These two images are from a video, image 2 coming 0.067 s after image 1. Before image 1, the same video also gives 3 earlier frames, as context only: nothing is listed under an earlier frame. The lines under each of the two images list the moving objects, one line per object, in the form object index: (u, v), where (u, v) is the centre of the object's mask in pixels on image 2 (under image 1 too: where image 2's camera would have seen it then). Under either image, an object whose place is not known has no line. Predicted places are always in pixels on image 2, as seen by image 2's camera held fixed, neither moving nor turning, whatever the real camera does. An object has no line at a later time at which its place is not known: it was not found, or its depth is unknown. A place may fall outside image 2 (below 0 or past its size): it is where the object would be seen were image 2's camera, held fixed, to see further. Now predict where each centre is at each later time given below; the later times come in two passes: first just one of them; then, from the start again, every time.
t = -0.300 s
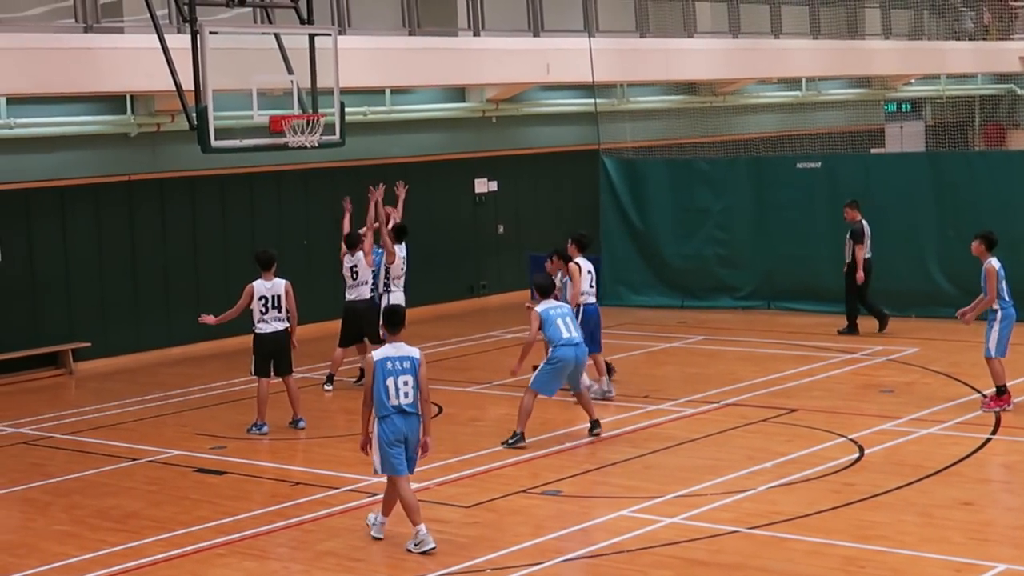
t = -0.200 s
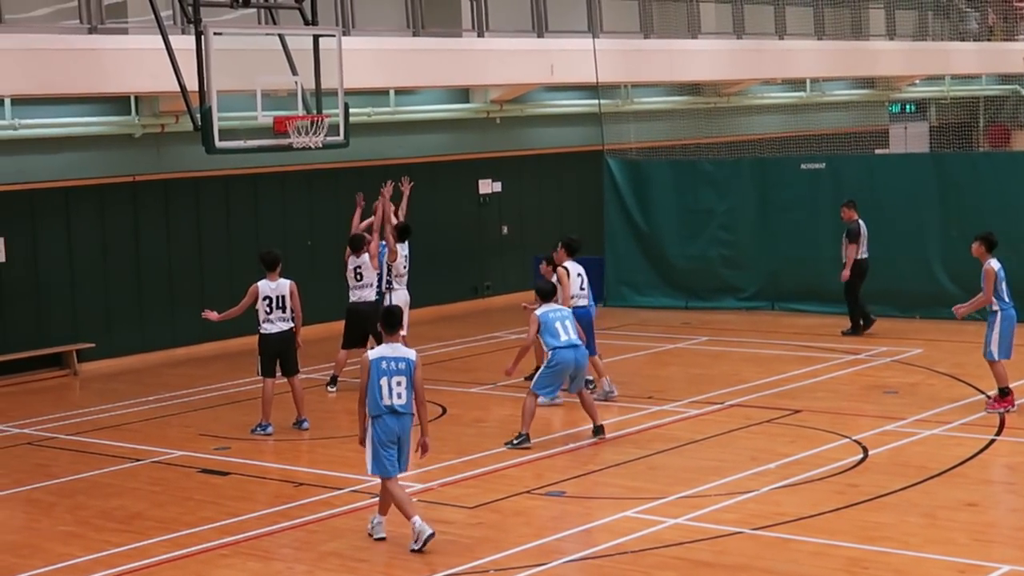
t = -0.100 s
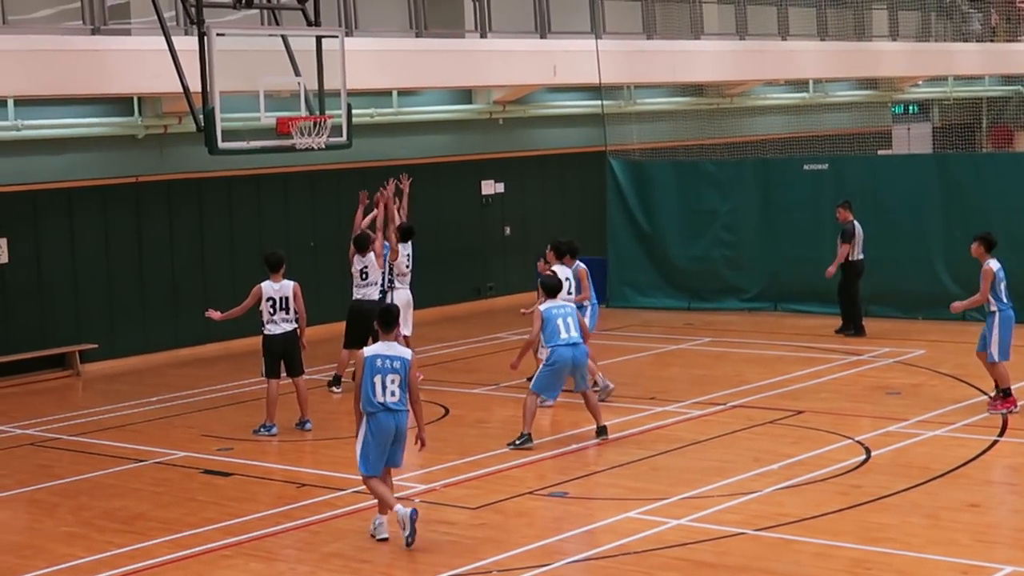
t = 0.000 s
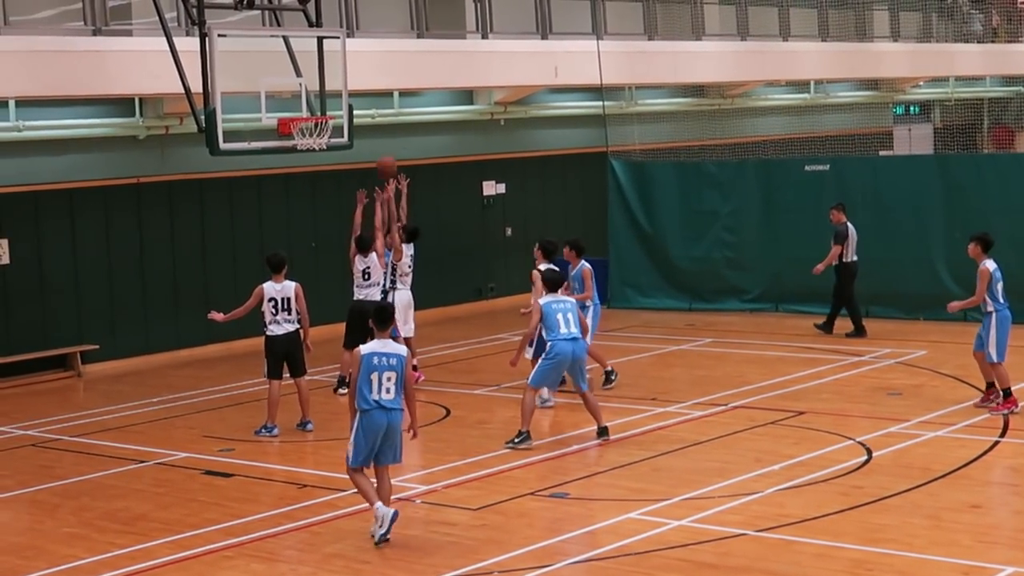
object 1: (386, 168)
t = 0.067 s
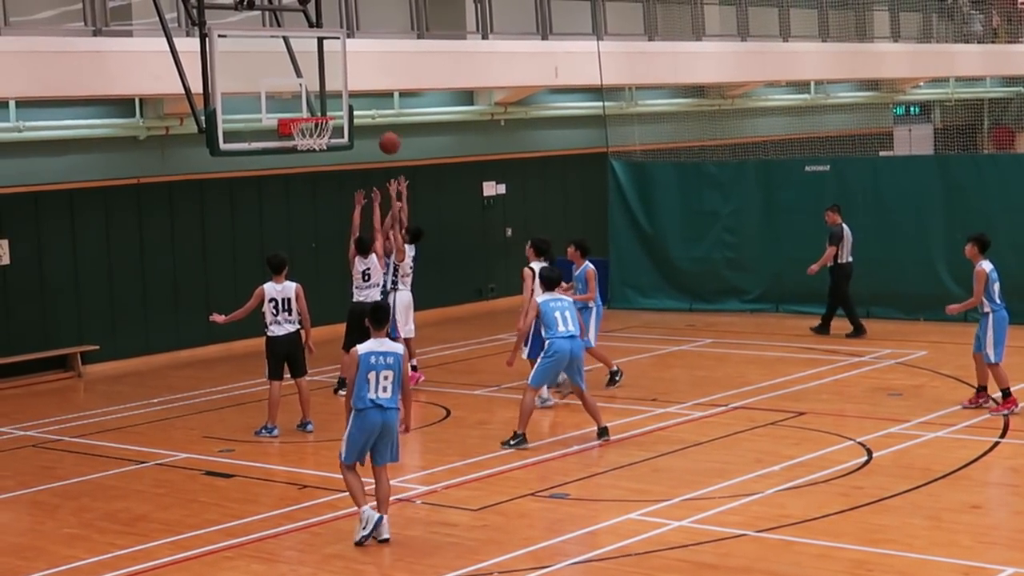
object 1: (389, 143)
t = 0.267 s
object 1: (398, 92)
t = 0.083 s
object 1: (390, 137)
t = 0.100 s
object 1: (391, 133)
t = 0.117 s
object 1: (392, 128)
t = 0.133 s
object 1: (392, 123)
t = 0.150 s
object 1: (393, 118)
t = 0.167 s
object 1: (393, 114)
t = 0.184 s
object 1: (394, 110)
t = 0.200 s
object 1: (395, 106)
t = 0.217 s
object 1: (396, 102)
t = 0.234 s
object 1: (397, 99)
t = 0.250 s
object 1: (397, 95)
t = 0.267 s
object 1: (398, 92)
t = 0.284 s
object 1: (399, 90)
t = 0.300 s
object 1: (400, 87)
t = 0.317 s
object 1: (401, 84)
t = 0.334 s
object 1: (402, 83)
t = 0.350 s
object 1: (403, 81)
